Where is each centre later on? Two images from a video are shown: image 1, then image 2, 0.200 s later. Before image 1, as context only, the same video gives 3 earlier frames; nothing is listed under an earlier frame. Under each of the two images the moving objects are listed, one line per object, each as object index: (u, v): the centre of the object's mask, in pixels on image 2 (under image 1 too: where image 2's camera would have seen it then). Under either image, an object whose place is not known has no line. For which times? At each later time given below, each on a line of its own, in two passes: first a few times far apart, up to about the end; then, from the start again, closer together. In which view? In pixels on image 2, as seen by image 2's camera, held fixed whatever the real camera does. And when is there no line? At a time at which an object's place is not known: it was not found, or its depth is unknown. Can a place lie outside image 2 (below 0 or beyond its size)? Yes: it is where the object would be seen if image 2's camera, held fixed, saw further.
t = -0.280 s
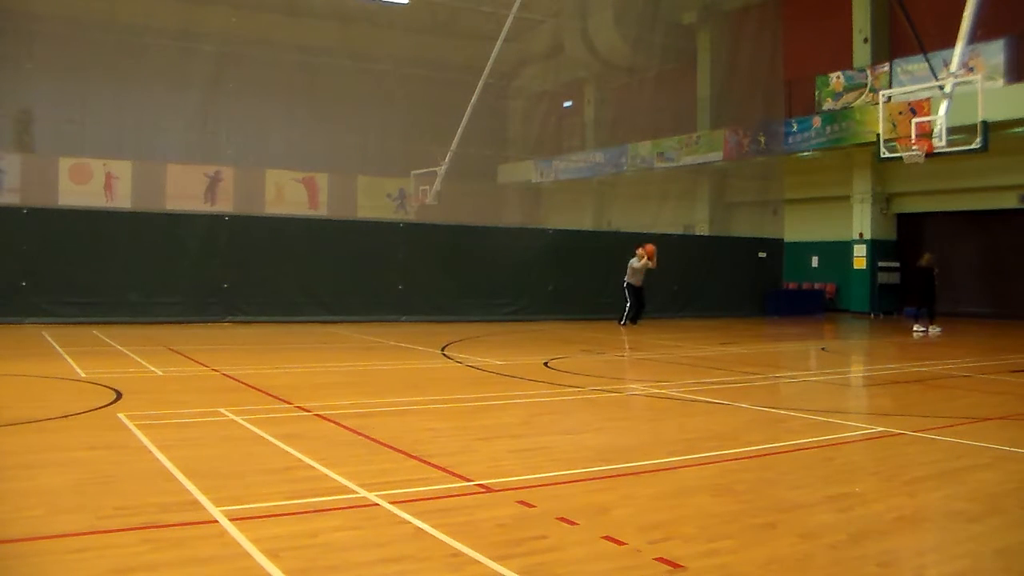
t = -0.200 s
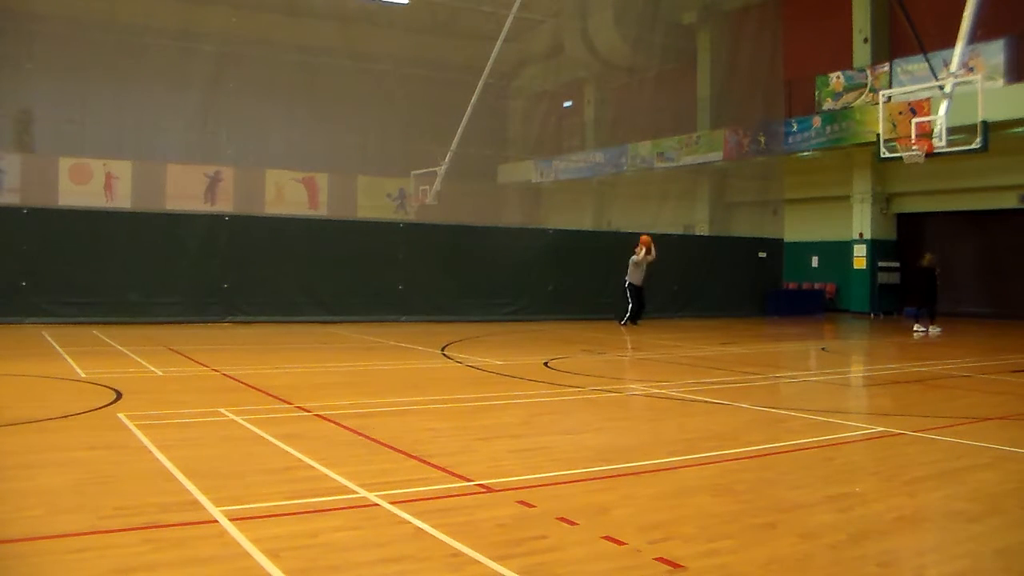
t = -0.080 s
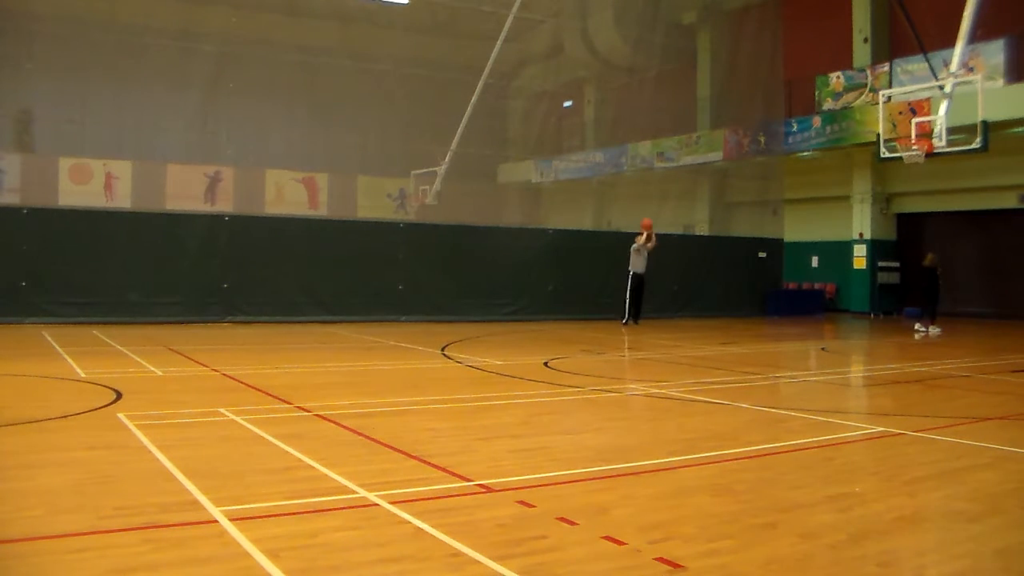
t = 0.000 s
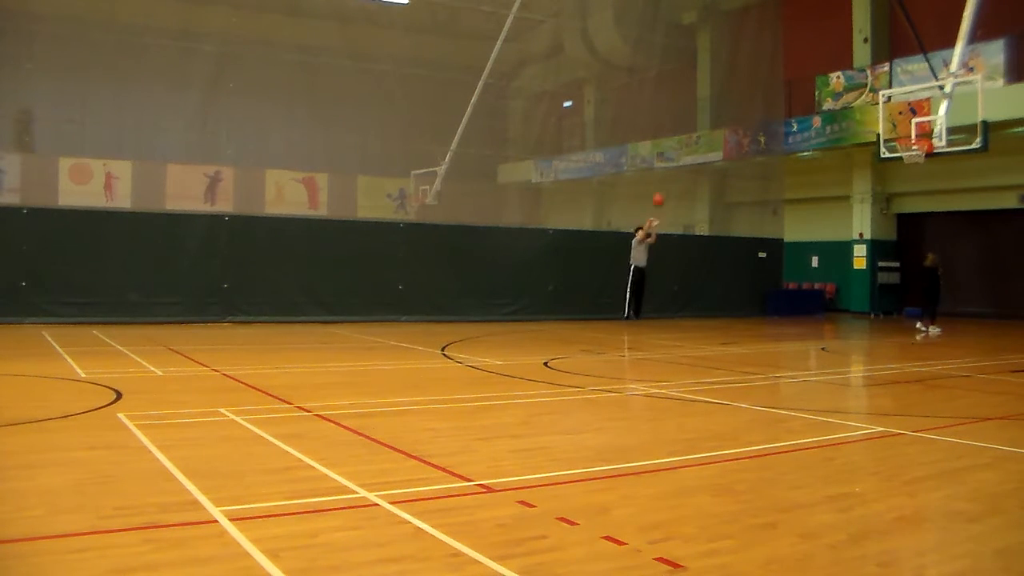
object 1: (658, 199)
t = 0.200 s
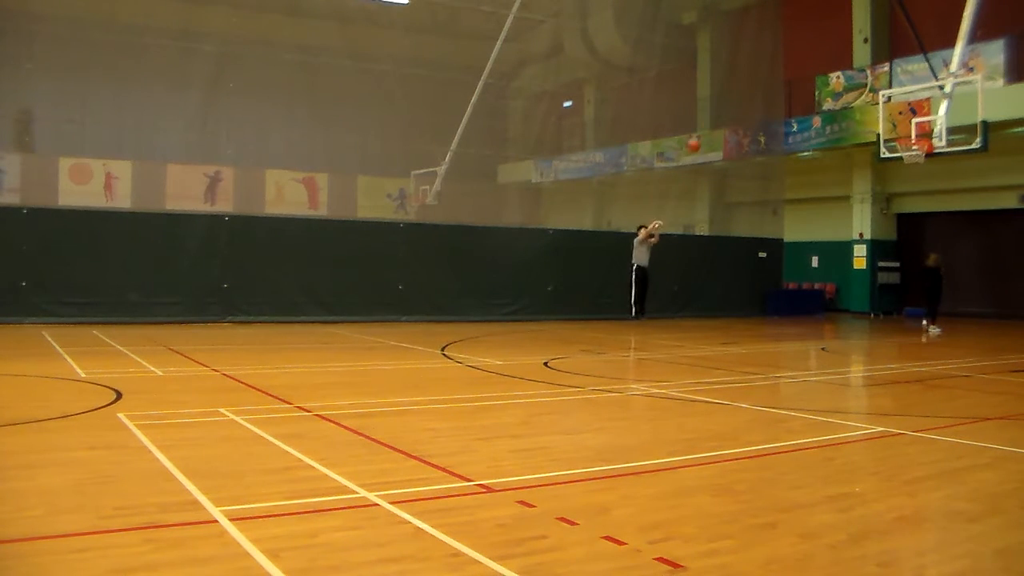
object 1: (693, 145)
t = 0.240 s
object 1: (700, 135)
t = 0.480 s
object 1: (747, 94)
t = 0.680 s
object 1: (790, 80)
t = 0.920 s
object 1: (848, 92)
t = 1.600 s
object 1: (975, 148)
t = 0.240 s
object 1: (700, 135)
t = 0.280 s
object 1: (708, 127)
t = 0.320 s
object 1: (716, 119)
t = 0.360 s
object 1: (723, 111)
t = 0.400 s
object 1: (731, 104)
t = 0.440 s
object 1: (739, 98)
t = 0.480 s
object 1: (747, 94)
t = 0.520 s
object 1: (755, 89)
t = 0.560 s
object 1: (763, 84)
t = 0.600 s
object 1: (772, 82)
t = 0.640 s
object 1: (781, 81)
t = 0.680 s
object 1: (790, 80)
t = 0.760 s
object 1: (808, 79)
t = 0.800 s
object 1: (818, 81)
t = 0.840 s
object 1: (826, 83)
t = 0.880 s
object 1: (837, 88)
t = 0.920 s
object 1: (848, 92)
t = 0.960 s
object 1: (858, 98)
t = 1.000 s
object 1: (869, 107)
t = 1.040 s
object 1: (879, 114)
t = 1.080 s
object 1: (891, 124)
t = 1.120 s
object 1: (901, 134)
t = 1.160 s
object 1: (907, 129)
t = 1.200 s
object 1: (914, 124)
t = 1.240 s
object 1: (920, 123)
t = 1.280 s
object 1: (925, 122)
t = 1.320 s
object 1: (931, 121)
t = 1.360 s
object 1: (936, 122)
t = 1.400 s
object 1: (943, 123)
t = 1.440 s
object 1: (950, 127)
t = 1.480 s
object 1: (955, 131)
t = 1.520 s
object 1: (962, 134)
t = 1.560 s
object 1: (968, 141)
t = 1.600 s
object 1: (975, 148)
